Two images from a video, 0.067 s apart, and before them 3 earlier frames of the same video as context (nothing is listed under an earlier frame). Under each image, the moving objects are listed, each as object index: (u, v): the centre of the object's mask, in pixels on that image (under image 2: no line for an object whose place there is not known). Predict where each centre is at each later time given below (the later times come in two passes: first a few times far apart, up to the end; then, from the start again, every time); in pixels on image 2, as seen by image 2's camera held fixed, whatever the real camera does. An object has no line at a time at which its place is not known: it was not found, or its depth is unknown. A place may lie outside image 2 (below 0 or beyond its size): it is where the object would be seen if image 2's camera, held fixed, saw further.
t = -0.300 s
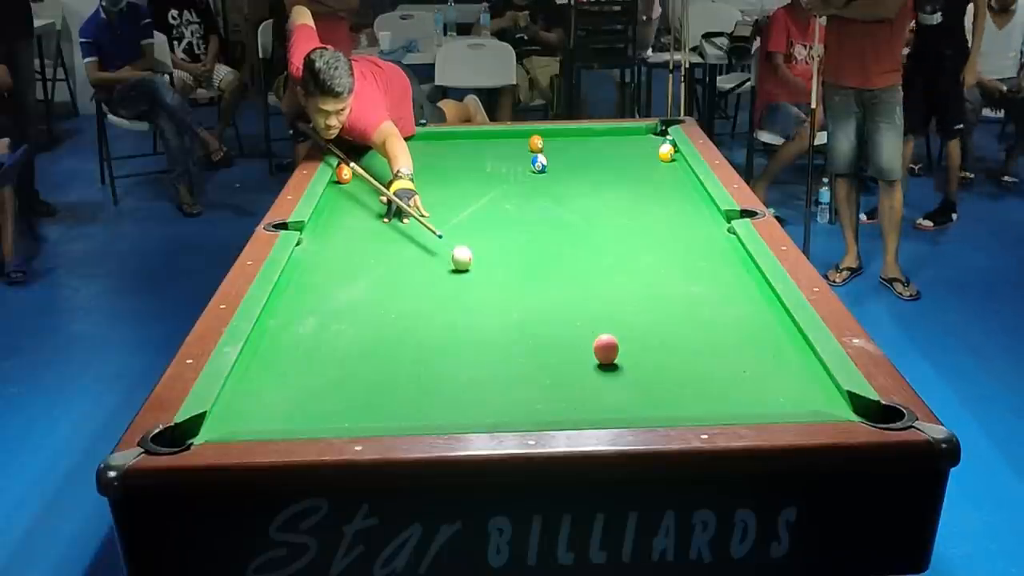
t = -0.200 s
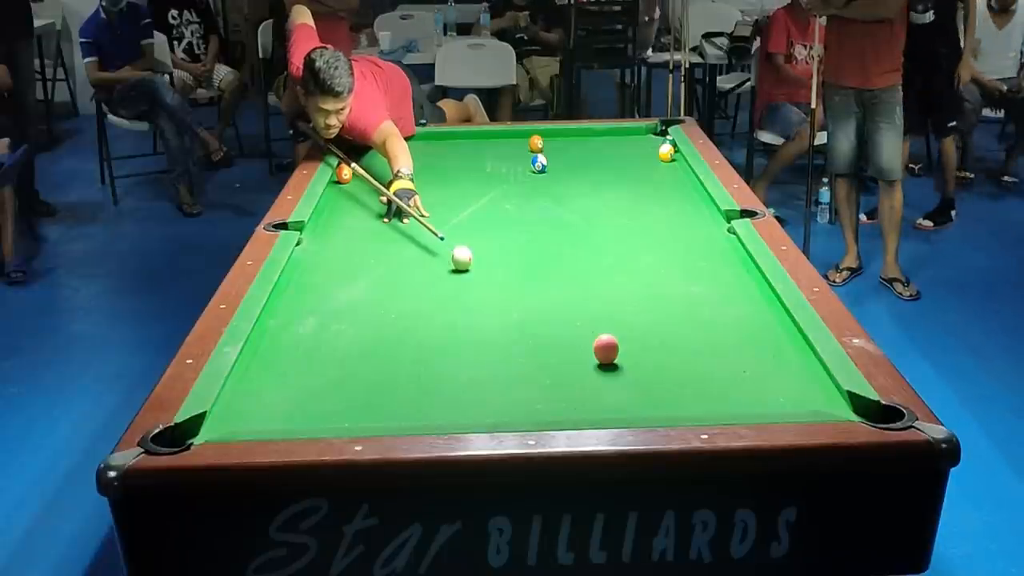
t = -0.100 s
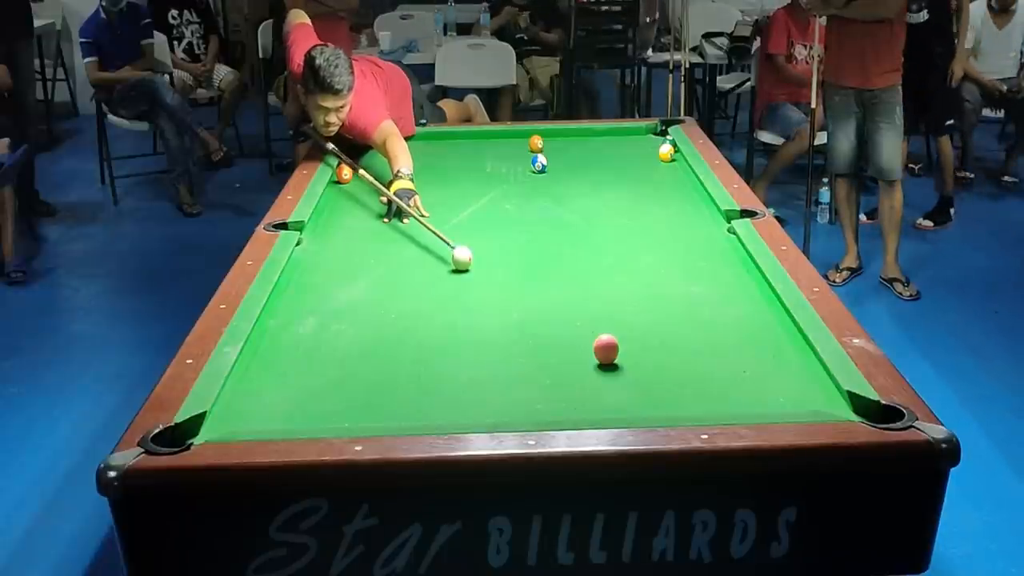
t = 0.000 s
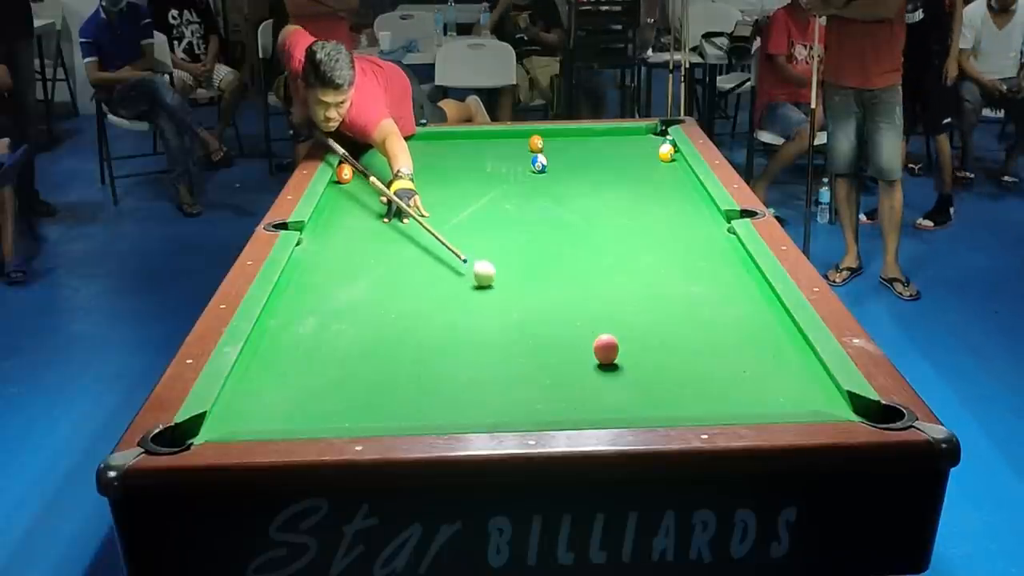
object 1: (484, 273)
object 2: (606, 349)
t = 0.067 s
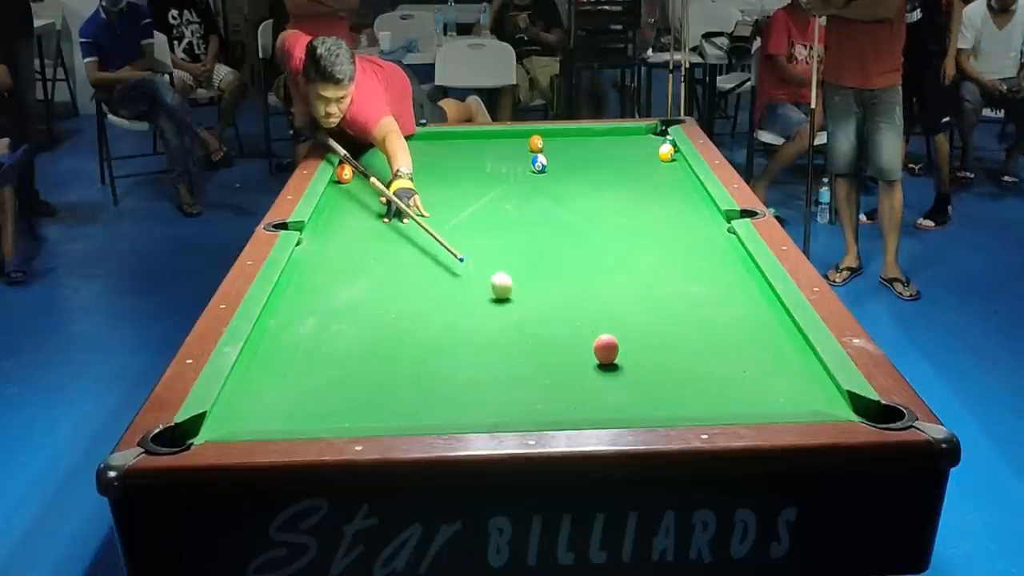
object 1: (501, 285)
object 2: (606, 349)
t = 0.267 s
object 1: (561, 327)
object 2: (606, 349)
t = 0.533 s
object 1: (569, 372)
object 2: (688, 370)
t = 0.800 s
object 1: (559, 410)
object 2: (790, 396)
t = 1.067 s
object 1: (547, 393)
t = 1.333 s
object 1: (537, 371)
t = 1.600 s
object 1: (528, 353)
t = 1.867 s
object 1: (520, 338)
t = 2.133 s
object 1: (513, 324)
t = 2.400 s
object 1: (506, 313)
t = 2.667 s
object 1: (500, 304)
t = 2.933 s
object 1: (496, 296)
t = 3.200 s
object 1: (492, 289)
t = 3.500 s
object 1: (489, 283)
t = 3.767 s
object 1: (487, 279)
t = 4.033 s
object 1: (485, 276)
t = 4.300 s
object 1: (484, 274)
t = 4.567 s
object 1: (483, 272)
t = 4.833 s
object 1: (482, 271)
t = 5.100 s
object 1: (483, 271)
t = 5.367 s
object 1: (483, 271)
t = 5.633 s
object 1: (483, 272)
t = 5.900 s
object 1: (483, 272)
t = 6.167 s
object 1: (483, 271)
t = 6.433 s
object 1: (482, 271)
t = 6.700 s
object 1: (483, 271)
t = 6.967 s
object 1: (483, 271)
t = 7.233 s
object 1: (482, 271)
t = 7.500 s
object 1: (482, 271)
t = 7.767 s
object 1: (482, 271)
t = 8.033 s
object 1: (482, 271)
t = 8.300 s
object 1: (483, 271)
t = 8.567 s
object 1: (483, 272)
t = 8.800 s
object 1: (483, 271)
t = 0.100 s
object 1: (511, 292)
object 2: (606, 349)
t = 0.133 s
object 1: (520, 298)
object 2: (606, 349)
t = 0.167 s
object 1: (530, 306)
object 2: (606, 349)
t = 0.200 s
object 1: (540, 313)
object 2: (606, 349)
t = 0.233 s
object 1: (551, 320)
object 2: (606, 349)
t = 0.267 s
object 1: (561, 327)
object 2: (606, 349)
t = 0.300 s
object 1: (572, 336)
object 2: (606, 349)
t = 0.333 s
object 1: (583, 343)
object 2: (607, 349)
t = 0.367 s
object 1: (579, 348)
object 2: (623, 352)
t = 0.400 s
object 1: (575, 352)
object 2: (638, 357)
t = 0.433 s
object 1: (573, 357)
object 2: (652, 360)
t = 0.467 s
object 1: (572, 362)
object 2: (664, 364)
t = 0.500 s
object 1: (571, 367)
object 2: (676, 367)
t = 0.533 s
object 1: (569, 372)
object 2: (688, 370)
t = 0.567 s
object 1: (568, 378)
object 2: (701, 374)
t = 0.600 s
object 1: (567, 383)
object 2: (713, 377)
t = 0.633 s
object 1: (566, 389)
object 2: (726, 380)
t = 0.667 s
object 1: (564, 395)
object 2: (738, 384)
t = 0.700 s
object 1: (563, 400)
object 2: (751, 387)
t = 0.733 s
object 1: (562, 404)
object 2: (764, 390)
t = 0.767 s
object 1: (560, 407)
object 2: (777, 394)
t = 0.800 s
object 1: (559, 410)
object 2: (790, 396)
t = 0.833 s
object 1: (557, 408)
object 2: (803, 398)
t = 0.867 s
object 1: (556, 407)
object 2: (817, 400)
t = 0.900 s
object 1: (554, 405)
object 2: (830, 403)
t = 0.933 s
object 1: (553, 403)
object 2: (845, 407)
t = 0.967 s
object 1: (551, 401)
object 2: (858, 412)
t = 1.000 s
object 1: (550, 399)
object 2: (871, 419)
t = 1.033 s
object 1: (549, 396)
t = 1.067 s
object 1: (547, 393)
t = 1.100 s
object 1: (546, 390)
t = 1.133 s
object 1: (544, 387)
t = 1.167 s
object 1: (543, 384)
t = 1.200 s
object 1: (542, 382)
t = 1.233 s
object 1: (541, 379)
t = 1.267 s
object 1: (539, 376)
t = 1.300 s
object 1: (538, 374)
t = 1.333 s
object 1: (537, 371)
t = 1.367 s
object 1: (536, 369)
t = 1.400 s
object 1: (535, 366)
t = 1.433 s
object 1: (534, 364)
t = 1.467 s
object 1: (532, 362)
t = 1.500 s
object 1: (531, 360)
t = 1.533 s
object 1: (530, 357)
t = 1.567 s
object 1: (529, 355)
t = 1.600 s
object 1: (528, 353)
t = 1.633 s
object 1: (527, 351)
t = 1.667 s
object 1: (526, 349)
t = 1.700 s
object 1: (525, 347)
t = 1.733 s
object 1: (524, 345)
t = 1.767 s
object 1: (523, 343)
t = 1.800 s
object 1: (522, 341)
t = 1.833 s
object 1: (521, 340)
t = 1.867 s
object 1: (520, 338)
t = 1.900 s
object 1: (519, 336)
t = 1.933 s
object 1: (518, 334)
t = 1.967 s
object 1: (517, 332)
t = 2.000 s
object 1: (516, 331)
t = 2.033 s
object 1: (515, 329)
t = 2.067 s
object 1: (514, 327)
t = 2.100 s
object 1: (513, 326)
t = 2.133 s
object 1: (513, 324)
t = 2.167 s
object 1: (512, 323)
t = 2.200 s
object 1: (511, 321)
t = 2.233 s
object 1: (510, 320)
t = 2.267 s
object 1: (509, 319)
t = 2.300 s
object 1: (508, 317)
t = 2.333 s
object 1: (508, 316)
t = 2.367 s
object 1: (507, 314)
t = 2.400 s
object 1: (506, 313)
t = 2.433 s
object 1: (505, 312)
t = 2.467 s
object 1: (505, 311)
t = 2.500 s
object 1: (504, 310)
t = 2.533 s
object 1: (503, 309)
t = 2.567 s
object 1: (503, 307)
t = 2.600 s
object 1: (502, 306)
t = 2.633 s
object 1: (501, 305)
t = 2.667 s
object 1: (500, 304)
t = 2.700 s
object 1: (500, 303)
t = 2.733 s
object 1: (499, 302)
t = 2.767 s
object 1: (499, 300)
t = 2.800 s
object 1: (498, 299)
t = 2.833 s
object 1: (497, 299)
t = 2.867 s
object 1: (497, 298)
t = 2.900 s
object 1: (497, 297)
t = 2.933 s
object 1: (496, 296)
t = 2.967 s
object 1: (496, 295)
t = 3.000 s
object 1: (495, 294)
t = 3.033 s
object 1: (495, 293)
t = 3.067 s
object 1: (494, 292)
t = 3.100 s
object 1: (494, 291)
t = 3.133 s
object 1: (493, 291)
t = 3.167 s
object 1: (493, 290)
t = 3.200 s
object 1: (492, 289)
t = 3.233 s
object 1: (492, 289)
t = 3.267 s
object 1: (492, 288)
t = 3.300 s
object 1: (491, 287)
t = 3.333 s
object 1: (491, 287)
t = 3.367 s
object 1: (490, 286)
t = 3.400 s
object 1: (490, 285)
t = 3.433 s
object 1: (490, 284)
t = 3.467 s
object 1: (489, 284)
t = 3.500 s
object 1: (489, 283)
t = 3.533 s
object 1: (489, 283)
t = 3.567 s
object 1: (488, 282)
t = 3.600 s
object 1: (488, 282)
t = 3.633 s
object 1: (488, 281)
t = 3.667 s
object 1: (487, 281)
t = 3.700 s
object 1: (487, 280)
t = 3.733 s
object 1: (487, 280)
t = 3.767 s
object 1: (487, 279)
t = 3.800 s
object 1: (487, 279)
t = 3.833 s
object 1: (486, 278)
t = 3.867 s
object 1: (486, 278)
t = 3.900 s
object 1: (486, 278)
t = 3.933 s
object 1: (486, 277)
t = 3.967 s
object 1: (485, 277)
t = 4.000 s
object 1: (485, 277)
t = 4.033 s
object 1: (485, 276)
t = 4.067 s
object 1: (485, 276)
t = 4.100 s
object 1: (485, 275)
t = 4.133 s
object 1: (485, 275)
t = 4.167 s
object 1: (484, 275)
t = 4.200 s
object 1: (484, 275)
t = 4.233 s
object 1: (484, 274)
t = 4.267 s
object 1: (484, 274)
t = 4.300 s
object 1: (484, 274)
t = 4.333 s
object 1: (484, 274)
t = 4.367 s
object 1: (483, 274)
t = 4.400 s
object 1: (483, 273)
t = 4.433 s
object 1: (483, 273)
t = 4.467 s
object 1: (483, 273)
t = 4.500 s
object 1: (483, 273)
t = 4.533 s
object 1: (483, 272)
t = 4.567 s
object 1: (483, 272)
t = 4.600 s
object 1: (483, 272)
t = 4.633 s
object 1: (483, 272)
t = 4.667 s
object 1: (483, 272)
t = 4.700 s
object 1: (482, 272)
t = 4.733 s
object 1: (482, 272)
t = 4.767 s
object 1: (482, 271)
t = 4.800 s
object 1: (482, 271)
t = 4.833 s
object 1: (482, 271)
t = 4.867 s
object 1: (482, 271)
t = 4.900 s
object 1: (483, 271)
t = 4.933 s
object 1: (483, 271)
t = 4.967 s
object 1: (483, 271)
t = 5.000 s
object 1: (483, 271)
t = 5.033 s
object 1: (483, 271)
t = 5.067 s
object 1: (483, 271)
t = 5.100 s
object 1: (483, 271)
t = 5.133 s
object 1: (483, 271)
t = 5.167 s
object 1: (483, 272)
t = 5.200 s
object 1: (483, 272)
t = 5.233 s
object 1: (483, 272)
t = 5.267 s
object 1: (483, 271)
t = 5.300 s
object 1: (483, 271)
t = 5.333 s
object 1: (483, 271)
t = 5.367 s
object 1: (483, 271)
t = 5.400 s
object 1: (483, 271)
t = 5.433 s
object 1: (483, 271)
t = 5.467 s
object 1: (483, 271)
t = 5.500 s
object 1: (483, 272)
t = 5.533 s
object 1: (483, 272)
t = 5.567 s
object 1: (483, 272)
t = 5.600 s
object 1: (483, 272)
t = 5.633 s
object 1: (483, 272)
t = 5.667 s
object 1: (483, 272)
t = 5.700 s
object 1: (483, 272)
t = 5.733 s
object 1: (483, 272)
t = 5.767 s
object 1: (483, 272)
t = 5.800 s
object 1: (483, 272)
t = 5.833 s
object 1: (483, 272)
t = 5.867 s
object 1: (483, 272)
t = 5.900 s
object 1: (483, 272)
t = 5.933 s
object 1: (483, 272)
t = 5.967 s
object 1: (483, 272)
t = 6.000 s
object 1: (483, 272)
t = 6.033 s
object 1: (483, 272)
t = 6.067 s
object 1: (483, 271)
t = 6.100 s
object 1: (483, 271)
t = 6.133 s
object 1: (483, 271)
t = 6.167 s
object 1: (483, 271)
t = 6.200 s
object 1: (482, 272)
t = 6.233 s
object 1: (482, 272)
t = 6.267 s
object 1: (483, 271)
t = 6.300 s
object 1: (483, 271)
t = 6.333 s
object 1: (483, 271)
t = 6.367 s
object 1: (482, 271)
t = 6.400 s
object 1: (483, 271)
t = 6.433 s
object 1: (482, 271)
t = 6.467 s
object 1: (482, 271)
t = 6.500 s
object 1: (482, 271)
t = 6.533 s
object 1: (482, 271)
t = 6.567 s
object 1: (483, 271)
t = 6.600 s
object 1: (483, 272)
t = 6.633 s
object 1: (483, 271)
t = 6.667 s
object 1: (483, 271)
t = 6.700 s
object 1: (483, 271)
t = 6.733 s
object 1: (483, 271)
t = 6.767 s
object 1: (483, 271)
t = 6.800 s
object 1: (483, 271)
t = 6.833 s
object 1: (483, 271)
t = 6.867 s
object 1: (483, 271)
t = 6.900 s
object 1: (483, 271)
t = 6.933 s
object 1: (483, 271)
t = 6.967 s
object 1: (483, 271)
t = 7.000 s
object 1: (483, 271)
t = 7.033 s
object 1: (483, 271)
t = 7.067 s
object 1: (483, 271)
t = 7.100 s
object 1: (483, 271)
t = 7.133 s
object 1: (483, 271)
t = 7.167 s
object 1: (482, 271)
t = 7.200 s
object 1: (482, 271)
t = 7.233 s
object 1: (482, 271)
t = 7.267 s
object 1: (483, 271)
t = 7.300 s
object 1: (483, 271)
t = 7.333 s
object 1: (482, 271)
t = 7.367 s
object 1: (482, 271)
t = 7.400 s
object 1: (482, 271)
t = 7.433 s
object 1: (482, 271)
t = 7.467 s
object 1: (482, 271)
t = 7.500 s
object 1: (482, 271)
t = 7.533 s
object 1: (482, 271)
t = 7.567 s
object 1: (482, 271)
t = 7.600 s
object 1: (482, 271)
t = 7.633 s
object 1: (482, 271)
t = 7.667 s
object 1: (482, 271)
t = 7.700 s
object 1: (482, 271)
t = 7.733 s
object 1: (482, 271)
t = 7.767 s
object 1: (482, 271)
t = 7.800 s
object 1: (482, 271)
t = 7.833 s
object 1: (482, 271)
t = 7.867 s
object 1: (482, 271)
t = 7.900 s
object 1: (482, 271)
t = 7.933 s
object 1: (482, 271)
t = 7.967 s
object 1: (482, 271)
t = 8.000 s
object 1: (482, 271)
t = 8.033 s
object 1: (482, 271)
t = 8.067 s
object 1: (482, 271)
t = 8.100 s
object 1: (483, 271)
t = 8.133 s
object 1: (483, 272)
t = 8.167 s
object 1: (483, 272)
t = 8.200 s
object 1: (483, 272)
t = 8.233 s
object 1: (483, 272)
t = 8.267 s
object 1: (483, 271)
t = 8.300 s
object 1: (483, 271)
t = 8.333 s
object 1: (483, 271)
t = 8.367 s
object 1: (483, 271)
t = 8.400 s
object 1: (483, 271)
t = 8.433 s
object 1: (483, 271)
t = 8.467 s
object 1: (483, 272)
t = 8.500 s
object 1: (483, 272)
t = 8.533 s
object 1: (483, 272)
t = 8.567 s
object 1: (483, 272)
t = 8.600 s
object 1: (483, 271)
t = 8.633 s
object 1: (483, 271)
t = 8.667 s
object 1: (483, 272)
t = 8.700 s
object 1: (483, 271)
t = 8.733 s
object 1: (483, 271)
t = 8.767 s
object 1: (483, 271)
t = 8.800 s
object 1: (483, 271)
